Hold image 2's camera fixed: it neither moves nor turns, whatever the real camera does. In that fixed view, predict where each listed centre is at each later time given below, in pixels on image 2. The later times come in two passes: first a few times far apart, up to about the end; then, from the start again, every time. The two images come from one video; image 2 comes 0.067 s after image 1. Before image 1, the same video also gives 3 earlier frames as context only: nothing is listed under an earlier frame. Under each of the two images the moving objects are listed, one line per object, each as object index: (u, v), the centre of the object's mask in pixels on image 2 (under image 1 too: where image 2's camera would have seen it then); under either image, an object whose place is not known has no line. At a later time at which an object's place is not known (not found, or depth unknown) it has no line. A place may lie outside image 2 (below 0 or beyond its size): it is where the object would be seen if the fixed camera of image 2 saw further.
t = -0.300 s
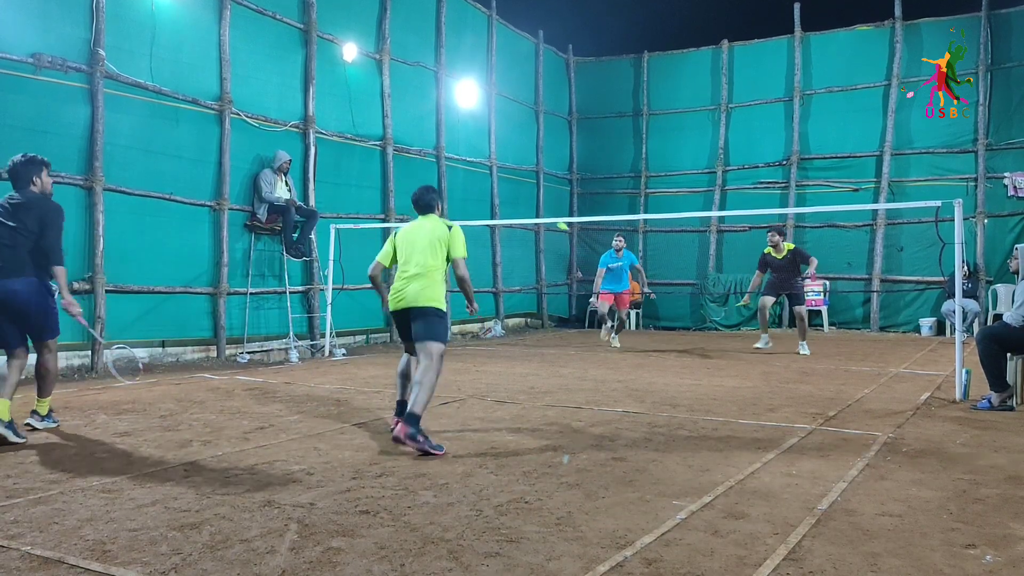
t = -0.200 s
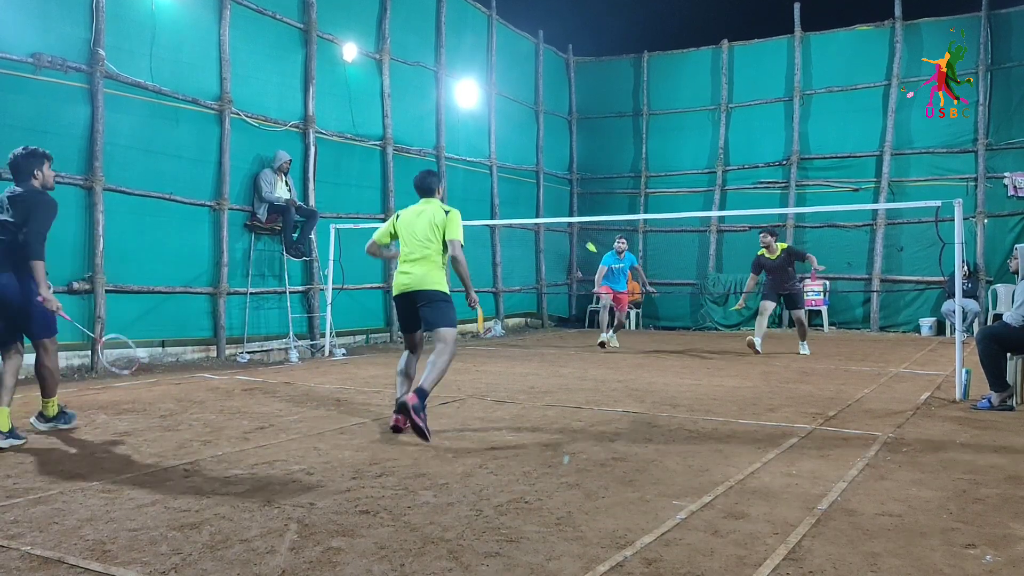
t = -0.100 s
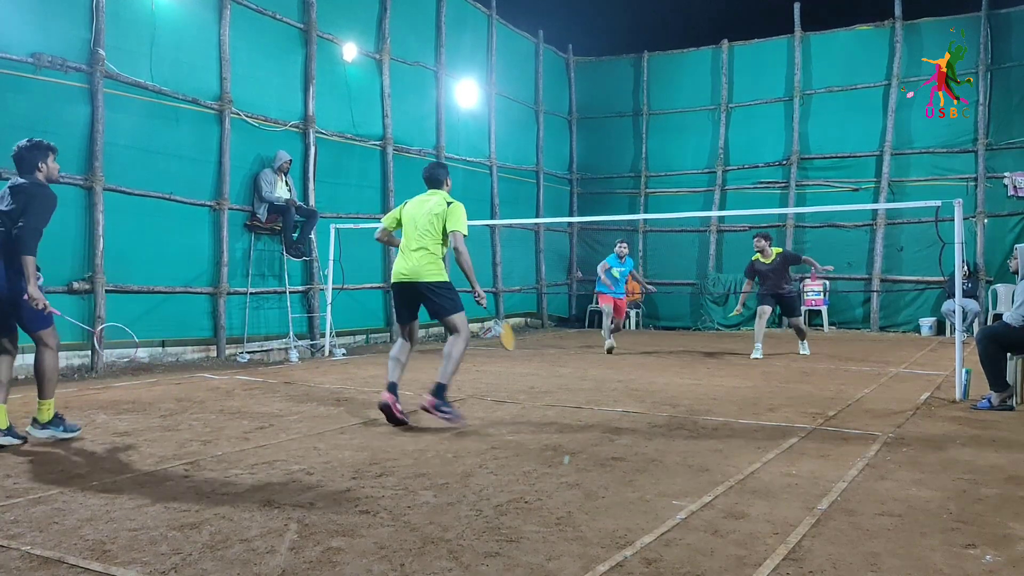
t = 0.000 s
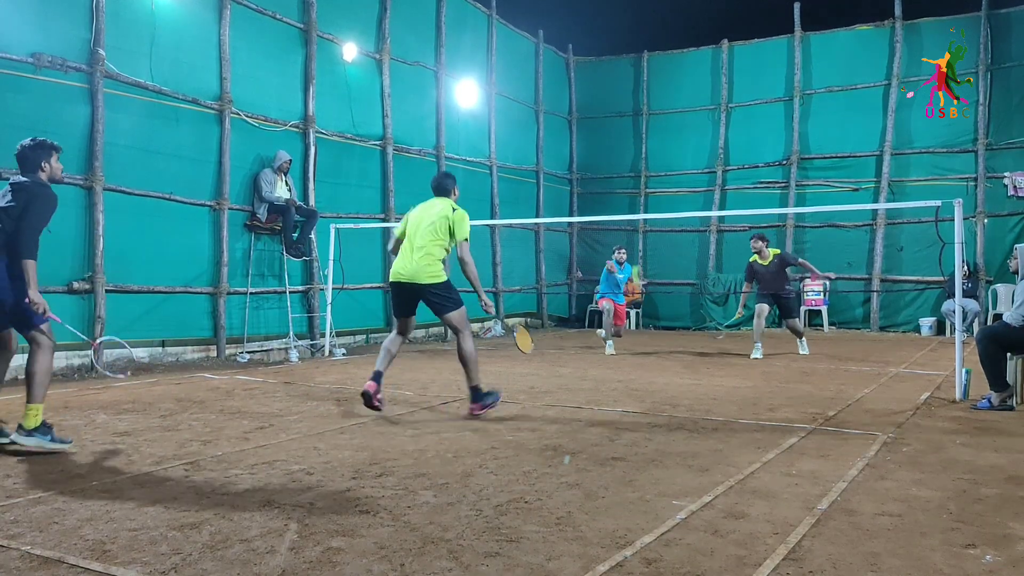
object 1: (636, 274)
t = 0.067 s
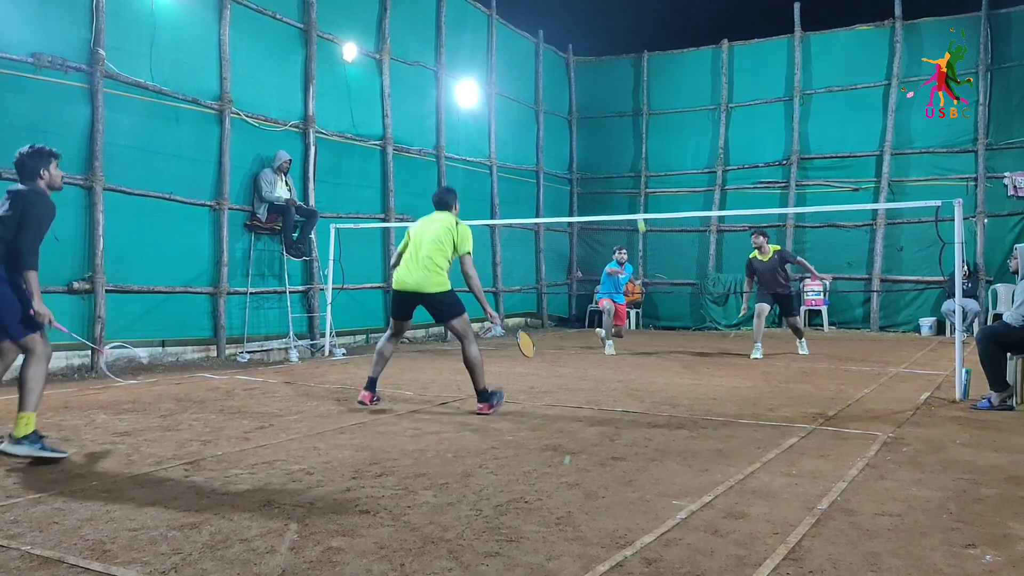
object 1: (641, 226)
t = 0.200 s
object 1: (642, 142)
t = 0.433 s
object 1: (644, 46)
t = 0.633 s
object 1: (641, 20)
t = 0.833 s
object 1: (632, 66)
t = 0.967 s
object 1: (624, 147)
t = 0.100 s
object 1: (639, 200)
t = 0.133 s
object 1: (640, 181)
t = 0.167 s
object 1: (642, 161)
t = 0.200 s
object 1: (642, 142)
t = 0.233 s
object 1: (643, 124)
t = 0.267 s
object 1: (643, 109)
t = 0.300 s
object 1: (643, 93)
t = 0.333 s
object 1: (643, 80)
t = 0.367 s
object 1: (643, 68)
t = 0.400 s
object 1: (643, 57)
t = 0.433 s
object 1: (644, 46)
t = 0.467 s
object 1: (644, 38)
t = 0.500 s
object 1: (643, 31)
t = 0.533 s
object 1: (643, 26)
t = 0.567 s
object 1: (642, 23)
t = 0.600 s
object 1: (641, 21)
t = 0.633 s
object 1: (641, 20)
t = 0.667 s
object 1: (640, 22)
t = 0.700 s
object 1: (638, 27)
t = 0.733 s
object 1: (637, 33)
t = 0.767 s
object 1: (636, 41)
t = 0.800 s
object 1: (634, 53)
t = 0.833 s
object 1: (632, 66)
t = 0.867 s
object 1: (630, 82)
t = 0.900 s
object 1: (628, 101)
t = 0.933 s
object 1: (626, 123)
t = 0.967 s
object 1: (624, 147)
